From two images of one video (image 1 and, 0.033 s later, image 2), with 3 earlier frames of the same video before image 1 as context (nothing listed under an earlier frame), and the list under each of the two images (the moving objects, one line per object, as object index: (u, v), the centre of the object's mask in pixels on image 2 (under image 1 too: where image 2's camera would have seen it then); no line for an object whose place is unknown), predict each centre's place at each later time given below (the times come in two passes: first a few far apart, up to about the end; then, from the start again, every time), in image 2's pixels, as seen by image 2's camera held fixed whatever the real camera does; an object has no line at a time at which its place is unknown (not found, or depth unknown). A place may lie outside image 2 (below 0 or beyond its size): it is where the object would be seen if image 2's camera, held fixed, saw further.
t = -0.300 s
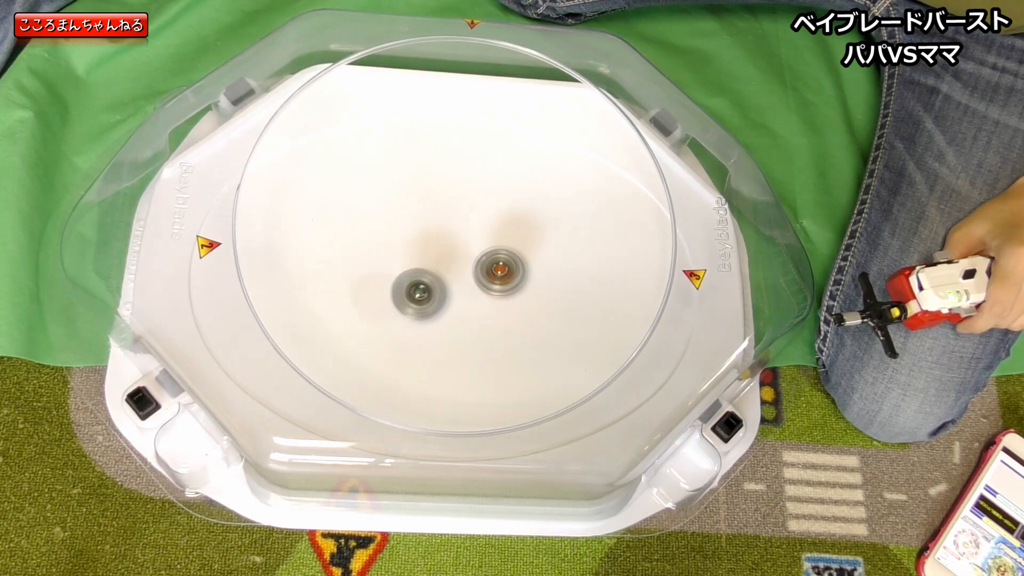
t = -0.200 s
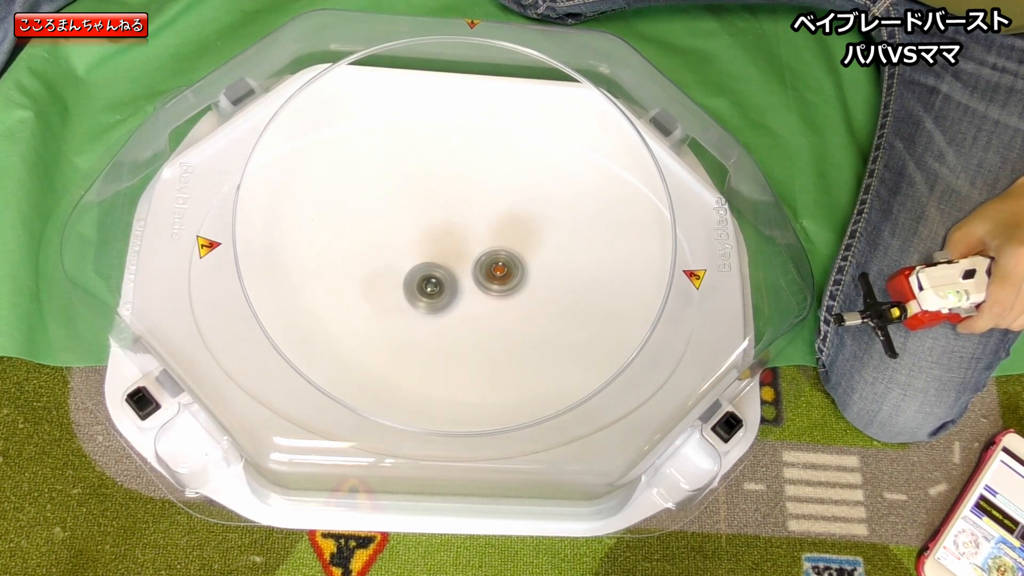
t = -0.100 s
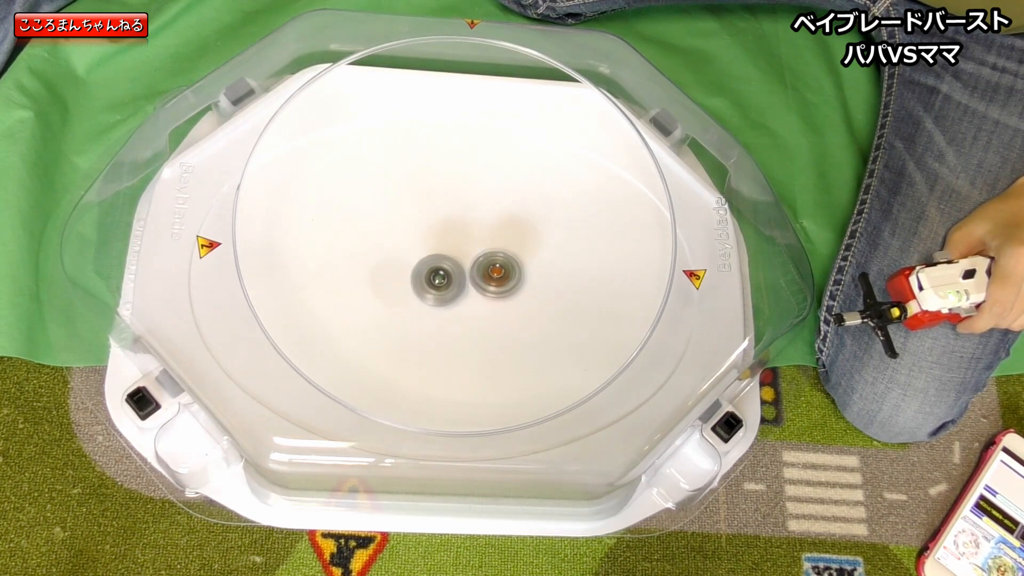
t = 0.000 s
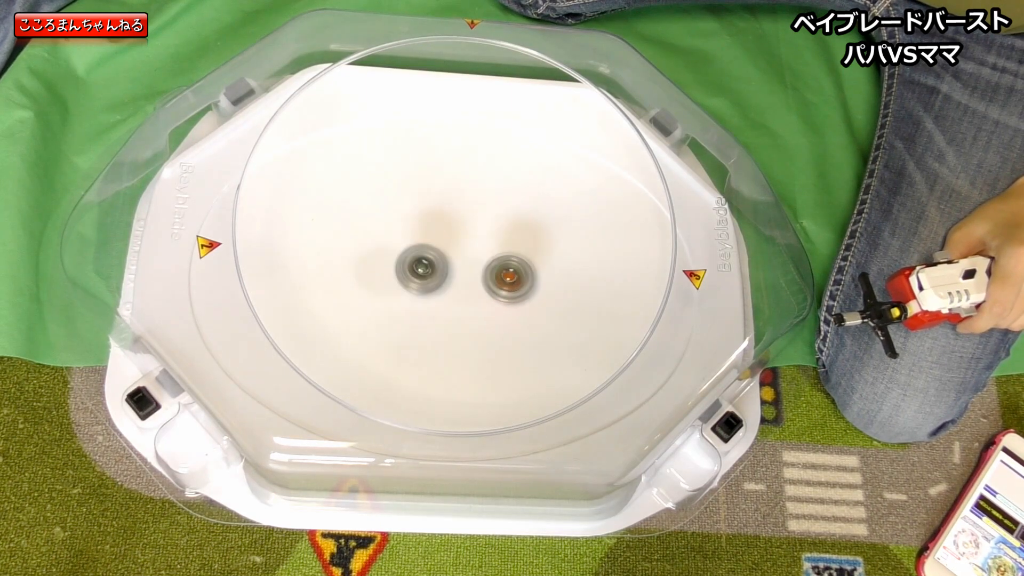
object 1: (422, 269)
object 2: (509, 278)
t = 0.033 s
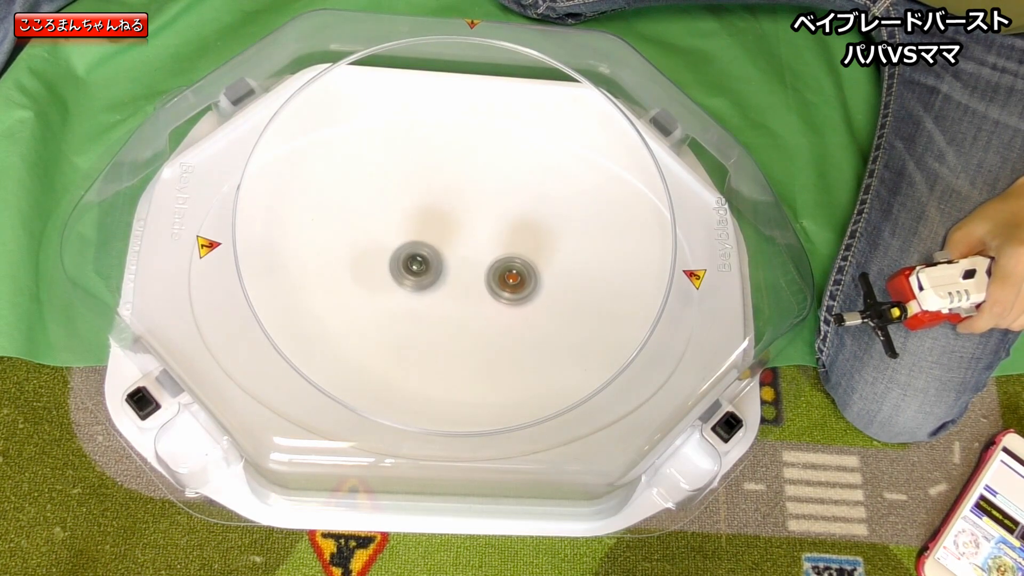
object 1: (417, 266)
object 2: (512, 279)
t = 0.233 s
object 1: (416, 258)
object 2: (503, 283)
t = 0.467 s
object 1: (420, 265)
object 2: (502, 287)
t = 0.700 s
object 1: (407, 265)
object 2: (499, 287)
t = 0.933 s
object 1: (422, 263)
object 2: (487, 280)
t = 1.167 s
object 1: (432, 258)
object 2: (483, 284)
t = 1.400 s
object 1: (429, 256)
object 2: (483, 292)
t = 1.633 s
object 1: (434, 253)
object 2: (482, 294)
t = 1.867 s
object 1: (436, 230)
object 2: (483, 315)
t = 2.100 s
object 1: (420, 215)
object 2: (485, 316)
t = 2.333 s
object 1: (424, 239)
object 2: (485, 304)
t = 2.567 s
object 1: (434, 244)
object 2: (492, 313)
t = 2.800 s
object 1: (432, 244)
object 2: (490, 312)
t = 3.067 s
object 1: (437, 246)
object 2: (499, 317)
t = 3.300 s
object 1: (424, 231)
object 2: (502, 323)
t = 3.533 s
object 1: (433, 248)
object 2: (496, 310)
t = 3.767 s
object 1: (440, 252)
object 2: (498, 314)
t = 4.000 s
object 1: (434, 249)
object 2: (499, 315)
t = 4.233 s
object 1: (446, 269)
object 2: (495, 300)
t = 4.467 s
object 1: (443, 270)
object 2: (498, 294)
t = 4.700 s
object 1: (431, 264)
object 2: (504, 295)
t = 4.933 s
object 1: (429, 265)
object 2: (500, 292)
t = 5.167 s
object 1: (435, 269)
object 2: (492, 288)
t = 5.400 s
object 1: (430, 266)
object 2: (492, 288)
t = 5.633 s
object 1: (418, 263)
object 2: (491, 285)
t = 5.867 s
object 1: (431, 267)
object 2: (486, 279)
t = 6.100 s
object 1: (433, 267)
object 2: (489, 280)
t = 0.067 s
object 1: (413, 263)
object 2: (513, 281)
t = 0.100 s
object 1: (410, 261)
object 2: (512, 282)
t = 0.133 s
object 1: (410, 259)
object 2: (511, 282)
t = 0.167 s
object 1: (411, 258)
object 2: (509, 283)
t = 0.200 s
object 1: (413, 258)
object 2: (506, 283)
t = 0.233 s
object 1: (416, 258)
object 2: (503, 283)
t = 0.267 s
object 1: (419, 259)
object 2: (500, 282)
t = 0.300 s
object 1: (423, 261)
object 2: (497, 282)
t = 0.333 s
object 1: (428, 264)
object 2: (494, 282)
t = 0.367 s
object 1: (432, 267)
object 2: (490, 281)
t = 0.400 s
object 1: (431, 268)
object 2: (492, 282)
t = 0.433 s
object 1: (425, 266)
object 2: (498, 286)
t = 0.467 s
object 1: (420, 265)
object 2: (502, 287)
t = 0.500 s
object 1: (415, 264)
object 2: (504, 289)
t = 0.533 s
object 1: (413, 264)
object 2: (504, 290)
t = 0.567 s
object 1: (411, 264)
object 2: (504, 290)
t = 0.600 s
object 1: (408, 264)
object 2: (503, 290)
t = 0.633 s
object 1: (408, 264)
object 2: (502, 289)
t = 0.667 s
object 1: (407, 265)
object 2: (500, 288)
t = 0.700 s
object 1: (407, 265)
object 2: (499, 287)
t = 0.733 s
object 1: (407, 265)
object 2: (498, 286)
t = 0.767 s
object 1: (409, 265)
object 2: (496, 285)
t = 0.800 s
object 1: (411, 265)
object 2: (495, 284)
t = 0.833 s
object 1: (413, 264)
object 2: (493, 282)
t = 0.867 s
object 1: (416, 264)
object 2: (491, 281)
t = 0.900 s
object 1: (419, 263)
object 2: (489, 281)
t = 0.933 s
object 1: (422, 263)
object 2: (487, 280)
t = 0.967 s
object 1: (426, 262)
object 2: (485, 279)
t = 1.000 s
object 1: (429, 262)
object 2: (484, 279)
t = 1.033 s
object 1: (429, 260)
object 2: (485, 281)
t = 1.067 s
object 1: (429, 259)
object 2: (486, 282)
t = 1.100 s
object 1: (429, 258)
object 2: (485, 283)
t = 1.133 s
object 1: (430, 258)
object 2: (485, 284)
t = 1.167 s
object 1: (432, 258)
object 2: (483, 284)
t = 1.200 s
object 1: (432, 258)
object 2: (484, 286)
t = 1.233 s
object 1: (430, 257)
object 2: (485, 289)
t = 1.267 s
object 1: (429, 256)
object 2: (486, 291)
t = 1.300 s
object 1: (429, 256)
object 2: (485, 292)
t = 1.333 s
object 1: (428, 256)
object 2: (485, 292)
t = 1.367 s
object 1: (429, 256)
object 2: (484, 292)
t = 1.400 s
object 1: (429, 256)
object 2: (483, 292)
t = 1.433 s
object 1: (430, 256)
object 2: (482, 291)
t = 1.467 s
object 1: (432, 257)
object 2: (482, 291)
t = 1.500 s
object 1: (434, 258)
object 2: (481, 291)
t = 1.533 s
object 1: (435, 258)
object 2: (481, 291)
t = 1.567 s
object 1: (434, 256)
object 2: (482, 293)
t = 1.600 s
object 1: (434, 254)
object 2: (482, 294)
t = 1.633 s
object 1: (434, 253)
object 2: (482, 294)
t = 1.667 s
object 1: (434, 252)
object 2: (481, 294)
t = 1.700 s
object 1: (435, 252)
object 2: (480, 295)
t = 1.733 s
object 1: (437, 252)
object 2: (479, 294)
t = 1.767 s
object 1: (439, 252)
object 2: (478, 294)
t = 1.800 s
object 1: (441, 250)
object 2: (478, 296)
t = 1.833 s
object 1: (438, 239)
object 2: (482, 307)
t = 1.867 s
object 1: (436, 230)
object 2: (483, 315)
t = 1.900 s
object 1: (434, 223)
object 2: (484, 319)
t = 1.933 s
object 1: (431, 218)
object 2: (484, 321)
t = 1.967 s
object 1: (429, 215)
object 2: (484, 322)
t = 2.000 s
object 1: (427, 214)
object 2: (484, 321)
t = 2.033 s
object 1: (425, 213)
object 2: (484, 320)
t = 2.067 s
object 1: (422, 214)
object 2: (485, 318)
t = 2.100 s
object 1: (420, 215)
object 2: (485, 316)
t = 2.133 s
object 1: (419, 218)
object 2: (486, 314)
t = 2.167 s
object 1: (418, 220)
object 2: (486, 313)
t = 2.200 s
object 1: (418, 223)
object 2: (486, 311)
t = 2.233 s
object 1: (419, 227)
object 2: (486, 309)
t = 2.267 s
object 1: (420, 231)
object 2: (487, 307)
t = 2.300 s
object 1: (422, 235)
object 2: (486, 306)
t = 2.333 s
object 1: (424, 239)
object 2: (485, 304)
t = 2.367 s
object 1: (427, 243)
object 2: (484, 302)
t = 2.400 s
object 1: (430, 248)
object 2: (483, 300)
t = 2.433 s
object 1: (434, 251)
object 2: (482, 299)
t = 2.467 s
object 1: (438, 255)
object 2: (481, 297)
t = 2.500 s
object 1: (440, 256)
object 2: (482, 298)
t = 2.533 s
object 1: (437, 250)
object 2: (488, 307)
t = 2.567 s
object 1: (434, 244)
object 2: (492, 313)
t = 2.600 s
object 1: (432, 241)
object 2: (493, 316)
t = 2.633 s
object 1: (431, 240)
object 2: (494, 317)
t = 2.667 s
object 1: (430, 239)
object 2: (494, 317)
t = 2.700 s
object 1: (430, 239)
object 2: (493, 316)
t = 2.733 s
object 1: (430, 240)
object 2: (492, 316)
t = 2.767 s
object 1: (431, 242)
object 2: (491, 314)
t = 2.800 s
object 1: (432, 244)
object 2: (490, 312)
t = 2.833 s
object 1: (433, 247)
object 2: (489, 310)
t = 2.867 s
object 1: (434, 250)
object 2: (489, 308)
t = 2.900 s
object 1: (436, 253)
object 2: (488, 306)
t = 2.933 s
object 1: (439, 257)
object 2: (488, 304)
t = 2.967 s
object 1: (441, 261)
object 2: (487, 302)
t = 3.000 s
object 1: (444, 263)
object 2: (486, 301)
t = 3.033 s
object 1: (441, 254)
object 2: (493, 309)
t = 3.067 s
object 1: (437, 246)
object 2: (499, 317)
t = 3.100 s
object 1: (433, 239)
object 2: (503, 323)
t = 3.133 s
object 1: (431, 235)
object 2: (505, 327)
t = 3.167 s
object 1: (429, 232)
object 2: (505, 328)
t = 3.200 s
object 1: (427, 231)
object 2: (505, 328)
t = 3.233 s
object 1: (426, 230)
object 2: (504, 328)
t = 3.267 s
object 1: (425, 230)
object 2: (503, 326)
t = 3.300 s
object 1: (424, 231)
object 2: (502, 323)
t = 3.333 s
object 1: (424, 233)
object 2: (501, 321)
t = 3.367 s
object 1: (425, 235)
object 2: (501, 319)
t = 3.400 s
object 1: (425, 237)
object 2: (500, 317)
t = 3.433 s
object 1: (427, 240)
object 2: (500, 315)
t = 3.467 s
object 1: (429, 242)
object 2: (499, 313)
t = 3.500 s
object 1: (431, 246)
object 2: (497, 312)
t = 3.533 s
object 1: (433, 248)
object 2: (496, 310)
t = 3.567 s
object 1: (436, 251)
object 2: (495, 308)
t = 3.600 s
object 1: (439, 254)
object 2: (493, 306)
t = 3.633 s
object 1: (442, 257)
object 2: (491, 304)
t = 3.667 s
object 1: (445, 260)
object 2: (489, 302)
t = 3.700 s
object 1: (448, 263)
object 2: (488, 301)
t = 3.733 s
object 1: (444, 257)
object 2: (494, 307)
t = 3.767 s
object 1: (440, 252)
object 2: (498, 314)
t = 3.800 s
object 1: (438, 248)
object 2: (501, 318)
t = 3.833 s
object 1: (436, 245)
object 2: (502, 320)
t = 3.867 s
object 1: (435, 245)
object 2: (502, 321)
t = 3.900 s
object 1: (434, 244)
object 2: (501, 320)
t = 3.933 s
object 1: (433, 245)
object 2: (500, 319)
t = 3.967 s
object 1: (434, 247)
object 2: (500, 317)
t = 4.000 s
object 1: (434, 249)
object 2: (499, 315)
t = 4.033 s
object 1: (436, 252)
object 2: (499, 313)
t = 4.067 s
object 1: (437, 255)
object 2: (498, 311)
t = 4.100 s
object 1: (438, 258)
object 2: (497, 309)
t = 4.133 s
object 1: (440, 261)
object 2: (497, 307)
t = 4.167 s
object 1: (442, 264)
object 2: (496, 304)
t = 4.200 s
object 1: (444, 267)
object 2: (495, 302)
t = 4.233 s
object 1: (446, 269)
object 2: (495, 300)
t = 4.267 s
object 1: (446, 270)
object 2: (496, 300)
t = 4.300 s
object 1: (445, 270)
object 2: (498, 300)
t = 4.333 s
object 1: (444, 270)
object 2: (498, 299)
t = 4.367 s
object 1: (443, 269)
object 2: (498, 298)
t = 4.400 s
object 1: (442, 269)
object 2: (498, 297)
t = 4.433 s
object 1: (442, 269)
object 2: (498, 296)
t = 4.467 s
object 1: (443, 270)
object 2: (498, 294)
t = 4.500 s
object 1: (443, 270)
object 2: (497, 293)
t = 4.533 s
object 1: (443, 270)
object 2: (497, 292)
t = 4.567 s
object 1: (443, 269)
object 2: (498, 292)
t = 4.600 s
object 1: (439, 267)
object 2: (501, 294)
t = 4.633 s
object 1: (436, 266)
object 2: (503, 294)
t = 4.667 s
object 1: (433, 264)
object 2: (504, 295)
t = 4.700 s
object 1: (431, 264)
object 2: (504, 295)
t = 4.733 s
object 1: (430, 263)
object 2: (504, 294)
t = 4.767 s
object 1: (429, 263)
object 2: (503, 294)
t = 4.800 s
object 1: (429, 263)
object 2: (503, 293)
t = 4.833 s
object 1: (429, 264)
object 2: (502, 293)
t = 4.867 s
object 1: (429, 264)
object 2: (502, 292)
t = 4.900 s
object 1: (429, 265)
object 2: (501, 292)
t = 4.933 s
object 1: (429, 265)
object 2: (500, 292)
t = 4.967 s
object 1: (430, 266)
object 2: (499, 291)
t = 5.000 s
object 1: (430, 266)
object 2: (498, 291)
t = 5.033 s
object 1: (431, 267)
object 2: (497, 290)
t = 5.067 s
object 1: (432, 267)
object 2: (495, 290)
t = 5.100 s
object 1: (433, 268)
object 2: (494, 290)
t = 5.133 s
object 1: (434, 269)
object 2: (493, 289)
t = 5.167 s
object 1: (435, 269)
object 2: (492, 288)
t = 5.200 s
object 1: (436, 270)
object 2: (491, 287)
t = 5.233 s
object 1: (435, 270)
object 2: (491, 288)
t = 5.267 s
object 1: (434, 270)
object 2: (491, 287)
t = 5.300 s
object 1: (433, 270)
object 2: (490, 287)
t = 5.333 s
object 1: (433, 269)
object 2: (489, 286)
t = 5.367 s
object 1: (434, 269)
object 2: (488, 286)
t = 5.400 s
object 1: (430, 266)
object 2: (492, 288)
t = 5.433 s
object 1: (426, 263)
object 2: (494, 289)
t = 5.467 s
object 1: (422, 263)
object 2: (494, 289)
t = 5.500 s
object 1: (420, 261)
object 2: (493, 288)
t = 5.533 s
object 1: (418, 261)
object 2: (493, 287)
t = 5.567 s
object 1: (417, 262)
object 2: (492, 286)
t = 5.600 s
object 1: (417, 262)
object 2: (492, 286)
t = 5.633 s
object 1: (418, 263)
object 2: (491, 285)
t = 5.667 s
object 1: (418, 264)
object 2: (490, 284)
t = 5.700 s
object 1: (420, 264)
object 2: (489, 283)
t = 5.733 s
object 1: (421, 265)
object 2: (489, 282)
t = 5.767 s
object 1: (423, 266)
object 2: (488, 281)
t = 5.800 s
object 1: (426, 267)
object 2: (487, 280)
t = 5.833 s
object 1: (429, 267)
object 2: (486, 279)
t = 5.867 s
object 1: (431, 267)
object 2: (486, 279)
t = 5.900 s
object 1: (431, 267)
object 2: (487, 280)
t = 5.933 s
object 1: (429, 265)
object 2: (488, 280)
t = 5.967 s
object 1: (430, 266)
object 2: (488, 280)
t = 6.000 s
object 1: (430, 266)
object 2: (488, 280)
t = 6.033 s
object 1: (431, 266)
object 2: (488, 280)
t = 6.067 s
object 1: (432, 266)
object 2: (488, 280)
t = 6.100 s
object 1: (433, 267)
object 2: (489, 280)
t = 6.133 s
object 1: (432, 267)
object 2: (491, 281)
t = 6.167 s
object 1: (433, 267)
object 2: (492, 281)
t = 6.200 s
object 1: (434, 268)
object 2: (492, 282)
